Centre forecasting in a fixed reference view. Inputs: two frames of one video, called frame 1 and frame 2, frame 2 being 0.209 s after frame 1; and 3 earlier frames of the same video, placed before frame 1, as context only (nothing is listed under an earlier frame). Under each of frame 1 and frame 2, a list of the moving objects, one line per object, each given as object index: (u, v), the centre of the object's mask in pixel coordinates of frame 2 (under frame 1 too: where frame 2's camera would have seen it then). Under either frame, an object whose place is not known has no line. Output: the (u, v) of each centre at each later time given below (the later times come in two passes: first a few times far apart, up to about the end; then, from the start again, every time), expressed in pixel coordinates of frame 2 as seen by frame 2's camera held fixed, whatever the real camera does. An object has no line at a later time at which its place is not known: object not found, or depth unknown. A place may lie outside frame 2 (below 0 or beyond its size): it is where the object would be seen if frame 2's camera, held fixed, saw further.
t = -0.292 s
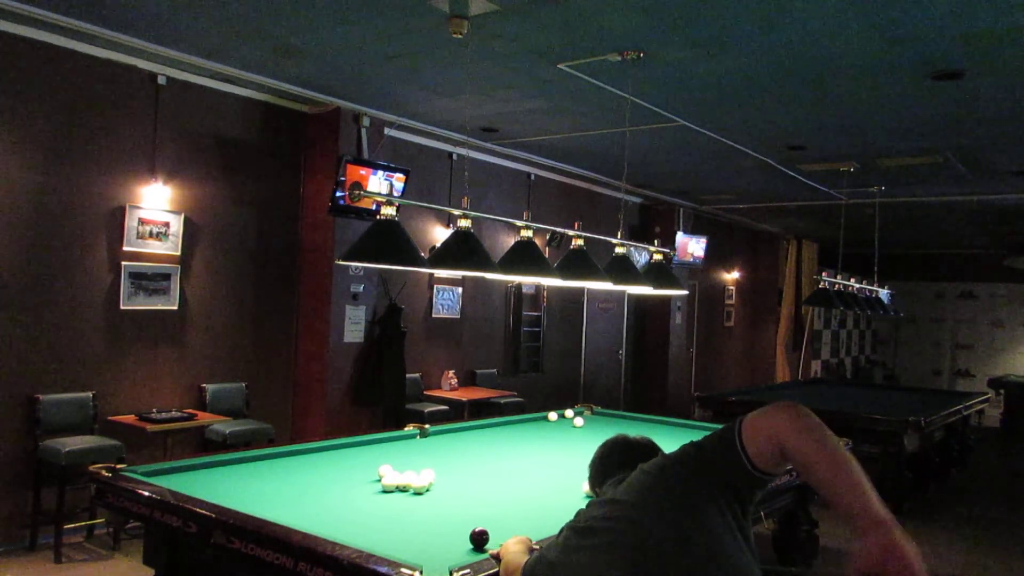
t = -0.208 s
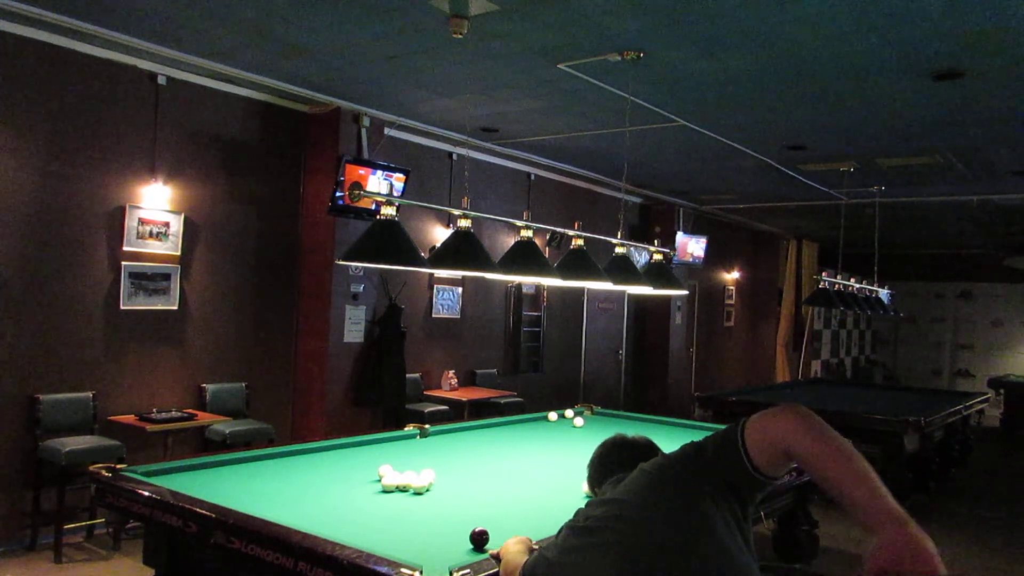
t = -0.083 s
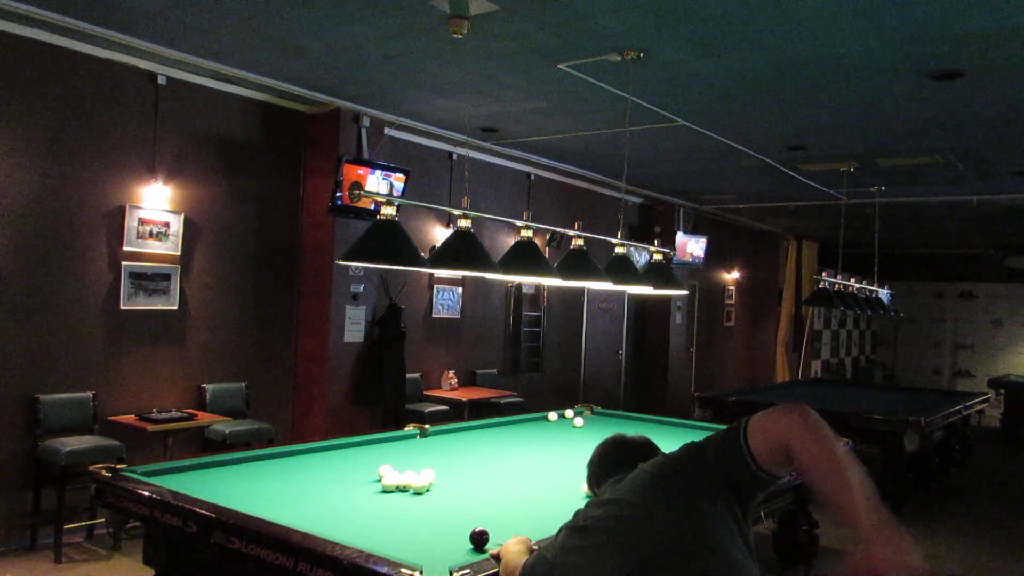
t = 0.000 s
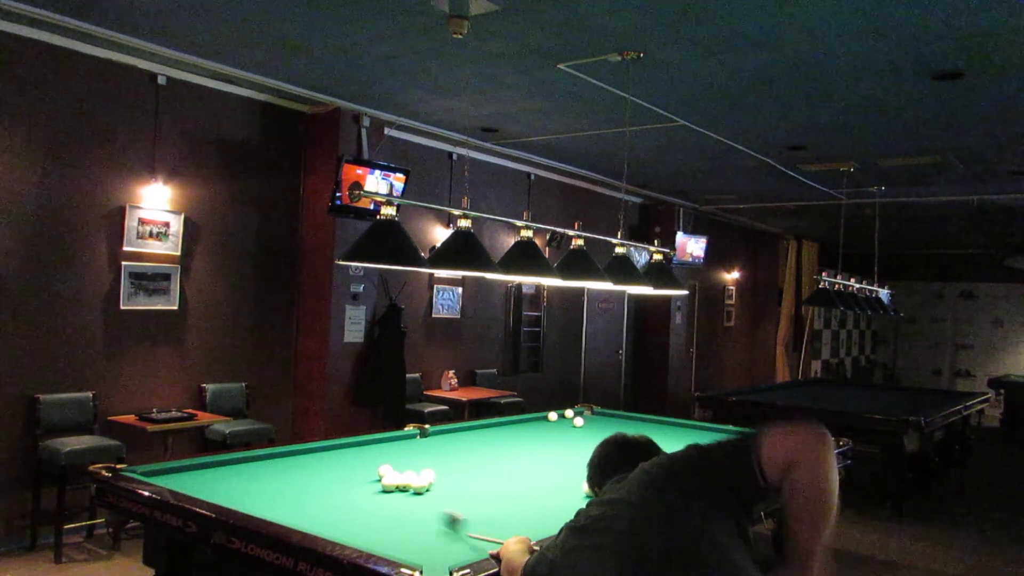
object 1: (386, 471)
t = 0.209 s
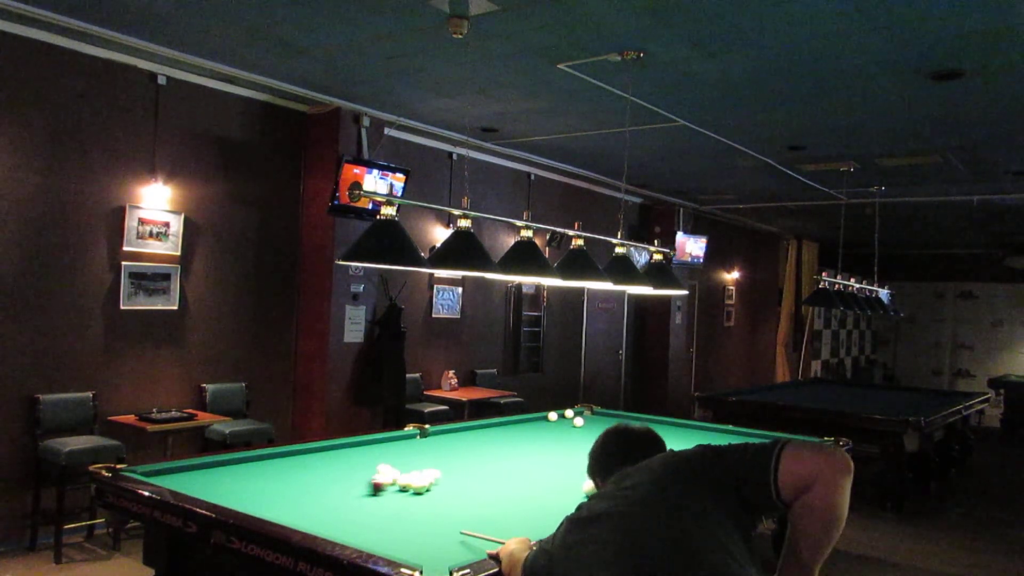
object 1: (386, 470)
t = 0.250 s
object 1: (380, 467)
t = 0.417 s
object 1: (362, 456)
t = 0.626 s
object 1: (345, 445)
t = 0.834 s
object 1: (377, 447)
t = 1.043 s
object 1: (411, 449)
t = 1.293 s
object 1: (451, 452)
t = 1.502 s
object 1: (485, 454)
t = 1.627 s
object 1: (504, 455)
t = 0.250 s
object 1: (380, 467)
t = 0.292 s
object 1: (375, 465)
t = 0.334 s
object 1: (370, 462)
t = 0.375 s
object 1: (366, 459)
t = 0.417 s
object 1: (362, 456)
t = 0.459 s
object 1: (358, 454)
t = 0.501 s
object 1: (354, 452)
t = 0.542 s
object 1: (351, 449)
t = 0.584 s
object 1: (348, 447)
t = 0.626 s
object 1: (345, 445)
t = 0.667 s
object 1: (347, 444)
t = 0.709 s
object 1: (355, 445)
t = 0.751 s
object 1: (363, 446)
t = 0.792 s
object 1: (370, 446)
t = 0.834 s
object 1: (377, 447)
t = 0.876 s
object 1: (384, 447)
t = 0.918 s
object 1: (391, 447)
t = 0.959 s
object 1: (398, 448)
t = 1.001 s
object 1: (404, 448)
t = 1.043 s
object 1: (411, 449)
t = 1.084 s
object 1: (418, 449)
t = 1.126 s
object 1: (425, 450)
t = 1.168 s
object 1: (432, 450)
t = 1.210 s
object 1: (438, 451)
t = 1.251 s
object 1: (445, 451)
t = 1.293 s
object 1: (451, 452)
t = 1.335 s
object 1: (458, 452)
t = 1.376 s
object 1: (465, 452)
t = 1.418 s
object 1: (472, 453)
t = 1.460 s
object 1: (478, 453)
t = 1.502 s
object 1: (485, 454)
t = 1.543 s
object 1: (492, 454)
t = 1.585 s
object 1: (498, 454)
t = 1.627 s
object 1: (504, 455)
